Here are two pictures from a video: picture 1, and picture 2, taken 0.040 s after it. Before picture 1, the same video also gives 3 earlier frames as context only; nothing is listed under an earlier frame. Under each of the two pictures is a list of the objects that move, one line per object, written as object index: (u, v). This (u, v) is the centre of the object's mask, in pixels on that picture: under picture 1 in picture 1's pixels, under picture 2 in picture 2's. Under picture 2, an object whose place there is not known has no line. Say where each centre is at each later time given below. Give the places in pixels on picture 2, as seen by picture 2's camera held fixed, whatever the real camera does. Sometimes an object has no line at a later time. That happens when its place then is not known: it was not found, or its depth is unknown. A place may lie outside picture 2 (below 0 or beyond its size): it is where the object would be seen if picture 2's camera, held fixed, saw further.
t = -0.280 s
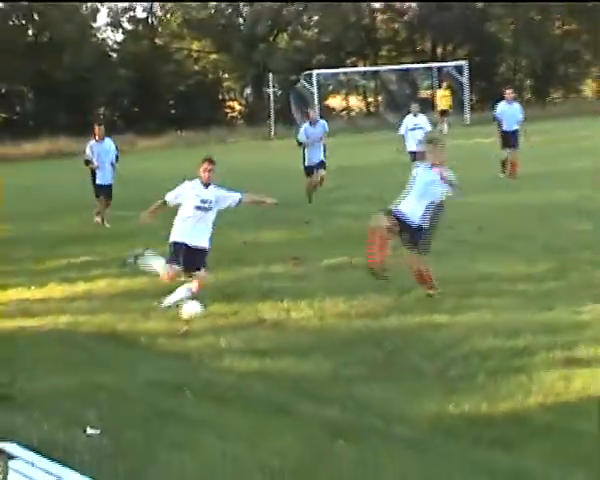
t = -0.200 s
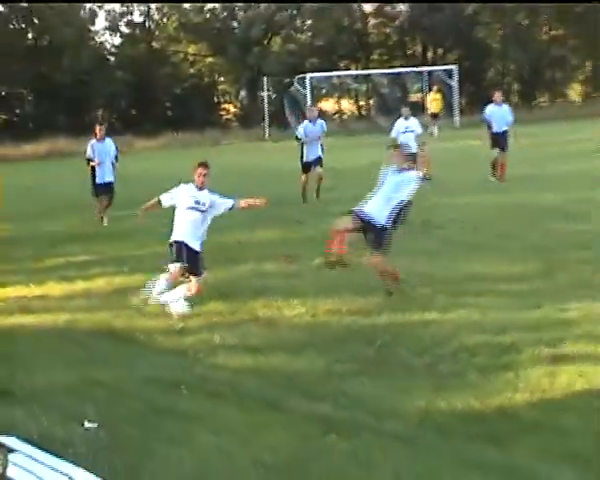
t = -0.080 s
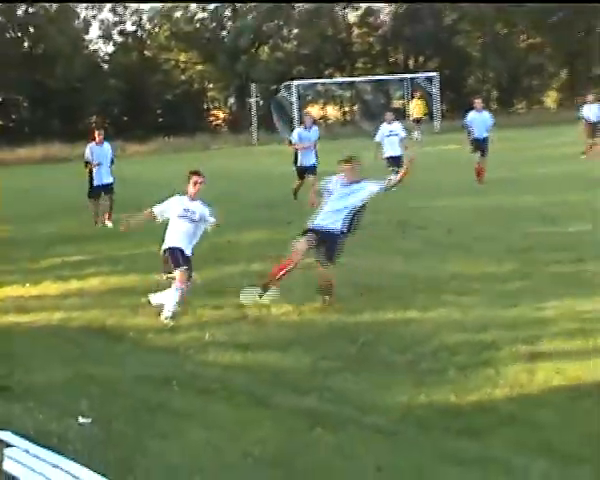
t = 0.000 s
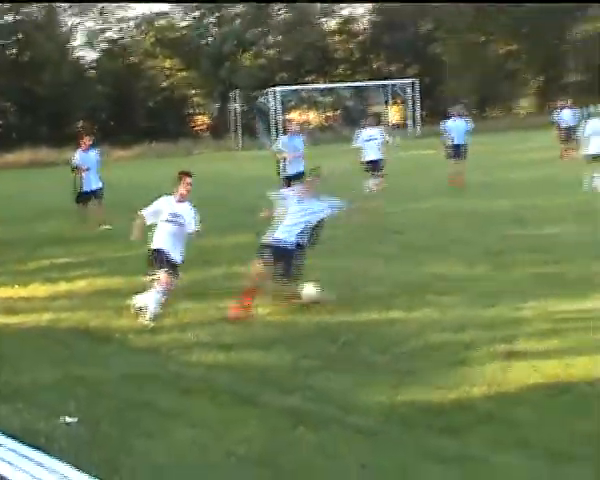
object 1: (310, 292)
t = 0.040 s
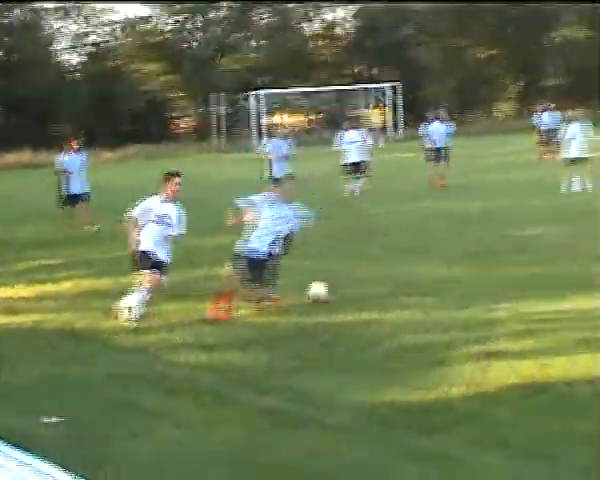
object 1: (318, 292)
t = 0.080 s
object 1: (341, 291)
